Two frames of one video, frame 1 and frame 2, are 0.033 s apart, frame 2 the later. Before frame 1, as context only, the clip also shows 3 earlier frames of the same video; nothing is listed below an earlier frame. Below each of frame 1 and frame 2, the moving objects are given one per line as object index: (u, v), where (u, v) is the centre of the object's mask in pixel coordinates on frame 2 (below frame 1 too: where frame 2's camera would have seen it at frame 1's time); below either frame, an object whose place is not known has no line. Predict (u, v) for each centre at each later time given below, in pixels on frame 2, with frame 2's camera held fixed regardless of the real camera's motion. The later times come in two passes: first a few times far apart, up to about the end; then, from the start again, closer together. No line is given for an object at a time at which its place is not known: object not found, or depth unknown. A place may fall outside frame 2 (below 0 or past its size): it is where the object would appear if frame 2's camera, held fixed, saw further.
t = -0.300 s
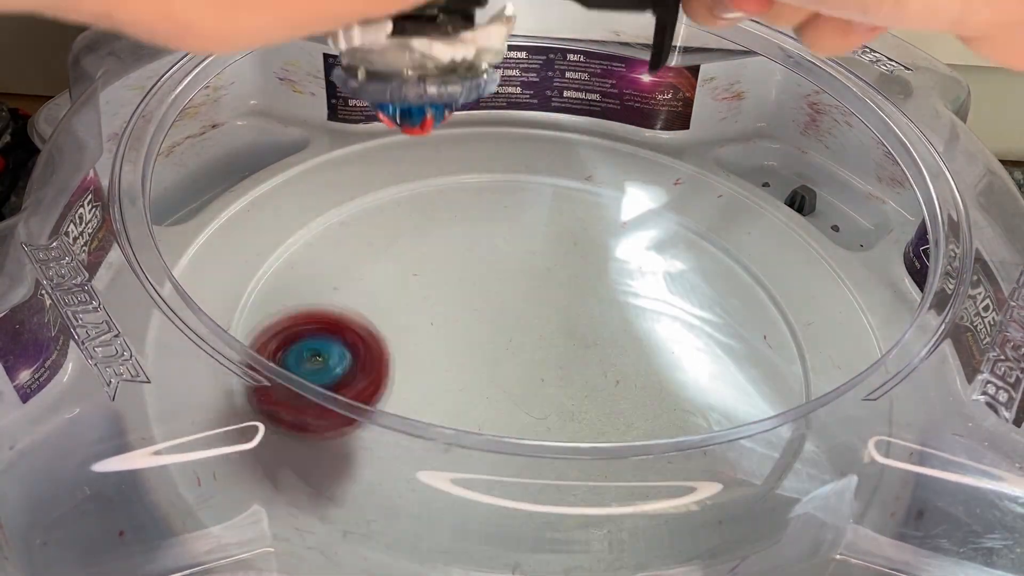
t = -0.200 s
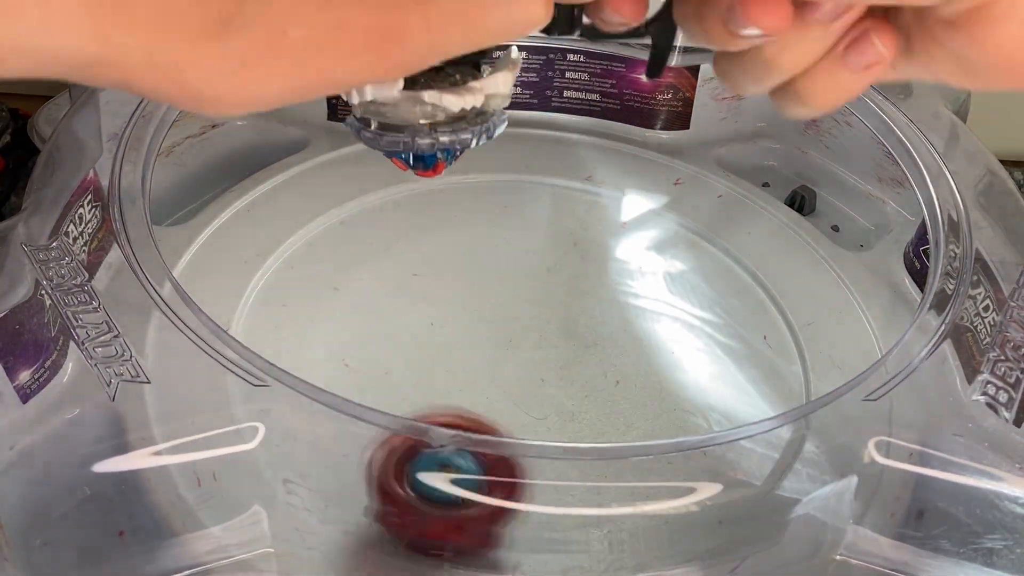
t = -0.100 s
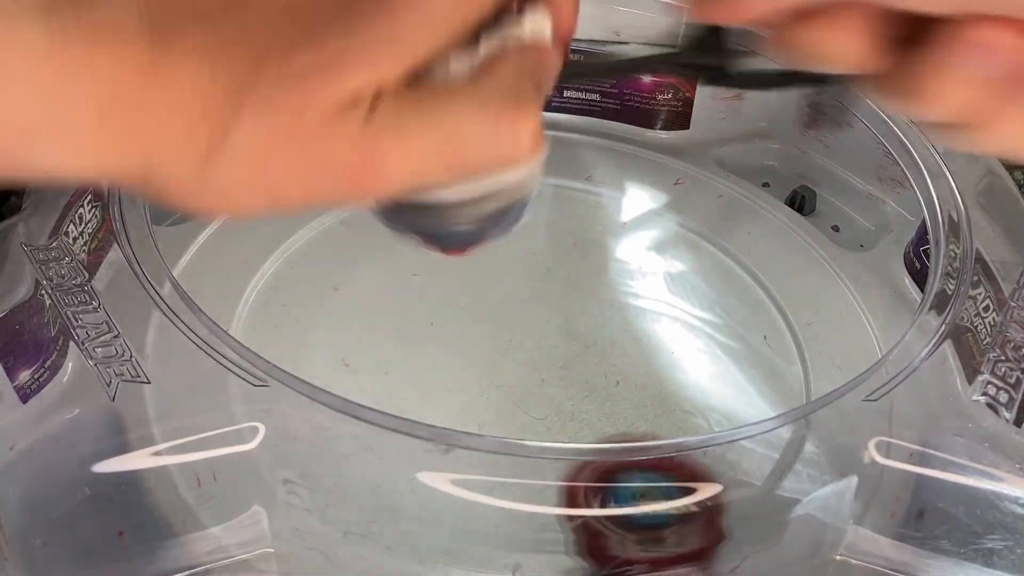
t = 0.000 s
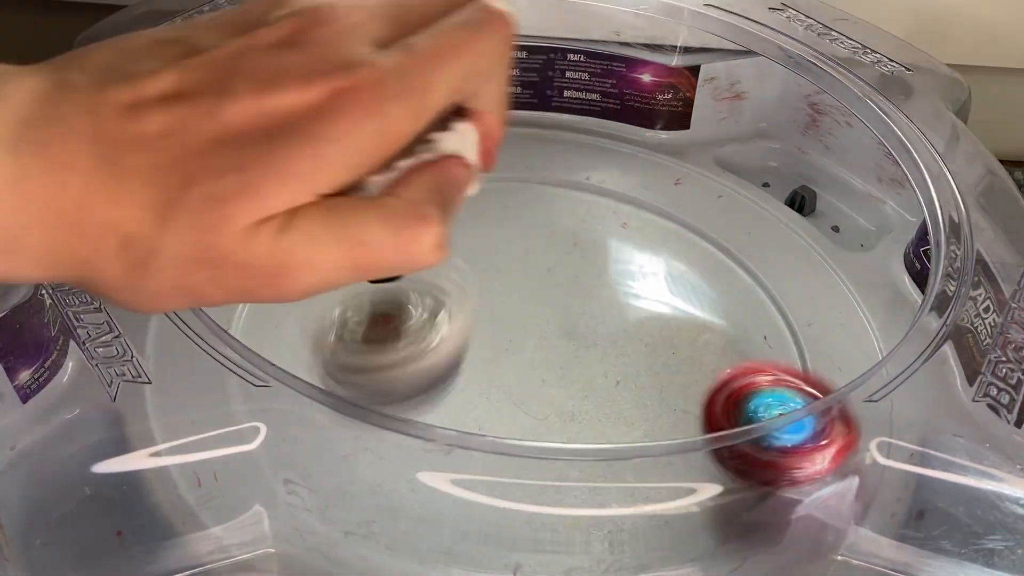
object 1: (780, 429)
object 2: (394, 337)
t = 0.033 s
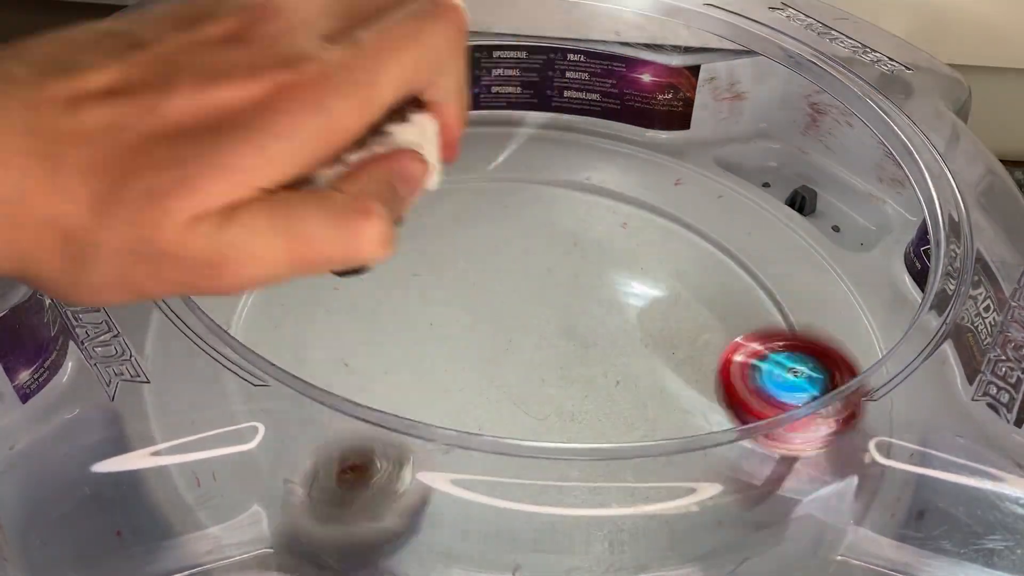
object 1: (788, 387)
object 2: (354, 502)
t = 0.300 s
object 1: (594, 171)
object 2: (591, 293)
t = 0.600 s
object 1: (291, 298)
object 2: (531, 231)
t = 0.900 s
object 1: (613, 522)
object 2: (297, 333)
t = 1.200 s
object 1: (733, 262)
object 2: (513, 457)
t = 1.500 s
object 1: (383, 190)
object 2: (586, 231)
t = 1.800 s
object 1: (324, 461)
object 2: (343, 188)
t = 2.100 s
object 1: (715, 385)
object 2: (462, 422)
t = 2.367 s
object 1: (572, 183)
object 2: (718, 306)
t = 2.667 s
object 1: (305, 267)
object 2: (549, 157)
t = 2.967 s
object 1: (577, 459)
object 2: (406, 363)
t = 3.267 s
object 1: (679, 241)
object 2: (755, 377)
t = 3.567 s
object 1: (411, 221)
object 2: (621, 205)
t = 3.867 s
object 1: (481, 433)
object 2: (372, 334)
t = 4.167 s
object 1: (709, 314)
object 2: (586, 494)
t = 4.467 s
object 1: (486, 230)
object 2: (600, 301)
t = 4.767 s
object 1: (331, 340)
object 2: (464, 281)
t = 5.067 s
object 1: (555, 440)
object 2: (474, 349)
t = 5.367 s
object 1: (657, 303)
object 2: (518, 321)
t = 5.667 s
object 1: (587, 185)
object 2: (404, 345)
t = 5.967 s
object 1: (487, 216)
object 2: (449, 426)
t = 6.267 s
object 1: (526, 275)
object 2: (606, 462)
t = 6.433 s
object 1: (551, 279)
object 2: (716, 391)
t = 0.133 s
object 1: (770, 278)
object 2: (472, 352)
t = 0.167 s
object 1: (745, 246)
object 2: (506, 346)
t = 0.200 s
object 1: (714, 220)
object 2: (534, 358)
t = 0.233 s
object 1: (676, 196)
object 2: (559, 332)
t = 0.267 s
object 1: (640, 181)
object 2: (579, 308)
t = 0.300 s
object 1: (594, 171)
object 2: (591, 293)
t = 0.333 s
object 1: (555, 165)
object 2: (597, 271)
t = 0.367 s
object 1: (514, 165)
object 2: (604, 260)
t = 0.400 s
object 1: (475, 170)
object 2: (608, 247)
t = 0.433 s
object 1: (436, 178)
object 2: (602, 233)
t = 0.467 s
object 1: (397, 192)
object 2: (595, 227)
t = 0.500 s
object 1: (360, 211)
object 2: (585, 228)
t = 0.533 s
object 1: (331, 235)
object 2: (569, 224)
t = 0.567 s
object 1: (308, 263)
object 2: (554, 226)
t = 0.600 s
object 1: (291, 298)
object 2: (531, 231)
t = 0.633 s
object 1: (294, 326)
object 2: (507, 237)
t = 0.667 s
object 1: (294, 373)
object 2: (480, 247)
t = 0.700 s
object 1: (309, 417)
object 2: (453, 255)
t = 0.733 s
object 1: (332, 464)
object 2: (422, 260)
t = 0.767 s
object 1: (378, 490)
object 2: (388, 269)
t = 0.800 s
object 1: (436, 511)
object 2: (355, 281)
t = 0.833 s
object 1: (497, 520)
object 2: (329, 295)
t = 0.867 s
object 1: (557, 523)
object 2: (305, 318)
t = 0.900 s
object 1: (613, 522)
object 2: (297, 333)
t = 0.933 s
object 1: (665, 516)
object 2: (288, 354)
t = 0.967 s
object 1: (715, 500)
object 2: (290, 375)
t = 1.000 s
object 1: (746, 465)
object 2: (296, 401)
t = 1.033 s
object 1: (763, 420)
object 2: (314, 423)
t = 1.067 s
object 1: (775, 392)
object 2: (331, 451)
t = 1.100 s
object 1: (775, 356)
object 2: (369, 465)
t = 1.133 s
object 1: (770, 324)
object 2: (415, 470)
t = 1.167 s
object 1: (755, 291)
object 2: (463, 465)
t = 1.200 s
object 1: (733, 262)
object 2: (513, 457)
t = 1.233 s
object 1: (704, 234)
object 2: (556, 443)
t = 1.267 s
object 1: (669, 213)
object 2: (588, 425)
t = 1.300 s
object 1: (631, 197)
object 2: (616, 399)
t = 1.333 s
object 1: (586, 185)
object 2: (626, 365)
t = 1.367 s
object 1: (547, 177)
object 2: (632, 337)
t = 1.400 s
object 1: (503, 174)
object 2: (632, 309)
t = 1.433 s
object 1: (461, 175)
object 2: (620, 279)
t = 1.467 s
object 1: (422, 180)
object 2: (604, 250)
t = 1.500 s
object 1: (383, 190)
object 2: (586, 231)
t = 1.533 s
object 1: (346, 205)
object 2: (567, 210)
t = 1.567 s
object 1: (315, 224)
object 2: (539, 193)
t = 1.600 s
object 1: (288, 247)
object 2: (510, 174)
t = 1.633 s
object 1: (269, 276)
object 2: (480, 166)
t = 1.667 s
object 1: (265, 303)
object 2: (449, 160)
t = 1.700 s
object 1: (263, 343)
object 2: (423, 159)
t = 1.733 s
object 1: (271, 382)
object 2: (396, 162)
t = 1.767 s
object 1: (294, 421)
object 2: (369, 170)
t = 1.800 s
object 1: (324, 461)
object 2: (343, 188)
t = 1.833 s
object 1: (369, 483)
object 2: (322, 207)
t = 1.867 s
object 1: (423, 500)
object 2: (305, 232)
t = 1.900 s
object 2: (295, 256)
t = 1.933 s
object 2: (295, 287)
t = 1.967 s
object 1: (588, 508)
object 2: (309, 323)
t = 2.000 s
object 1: (635, 484)
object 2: (334, 346)
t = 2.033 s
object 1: (671, 455)
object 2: (370, 372)
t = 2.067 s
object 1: (699, 423)
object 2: (411, 403)
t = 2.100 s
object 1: (715, 385)
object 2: (462, 422)
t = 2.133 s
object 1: (725, 359)
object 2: (519, 429)
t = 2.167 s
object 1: (723, 326)
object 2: (569, 430)
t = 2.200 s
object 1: (712, 294)
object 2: (614, 423)
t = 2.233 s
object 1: (693, 263)
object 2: (648, 402)
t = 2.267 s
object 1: (669, 238)
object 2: (686, 385)
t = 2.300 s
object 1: (640, 216)
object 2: (705, 358)
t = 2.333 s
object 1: (607, 198)
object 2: (716, 332)
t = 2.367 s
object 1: (572, 183)
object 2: (718, 306)
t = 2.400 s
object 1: (538, 175)
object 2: (714, 280)
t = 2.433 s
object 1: (502, 169)
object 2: (707, 253)
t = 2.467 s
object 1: (466, 170)
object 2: (696, 227)
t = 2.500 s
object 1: (430, 175)
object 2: (685, 204)
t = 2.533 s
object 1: (399, 184)
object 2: (670, 188)
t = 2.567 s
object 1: (368, 197)
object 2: (648, 175)
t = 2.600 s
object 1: (340, 217)
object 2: (617, 166)
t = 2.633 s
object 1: (319, 240)
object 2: (578, 161)
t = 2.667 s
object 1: (305, 267)
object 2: (549, 157)
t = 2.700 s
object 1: (300, 298)
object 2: (516, 162)
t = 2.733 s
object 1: (309, 329)
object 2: (484, 169)
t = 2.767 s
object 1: (326, 365)
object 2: (452, 184)
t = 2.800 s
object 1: (352, 398)
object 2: (426, 203)
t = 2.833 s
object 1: (387, 430)
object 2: (405, 230)
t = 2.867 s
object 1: (436, 445)
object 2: (392, 261)
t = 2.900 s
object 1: (483, 457)
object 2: (386, 292)
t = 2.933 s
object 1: (532, 456)
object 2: (390, 327)
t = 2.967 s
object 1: (577, 459)
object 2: (406, 363)
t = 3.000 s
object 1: (621, 443)
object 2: (435, 385)
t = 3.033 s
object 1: (656, 424)
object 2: (468, 412)
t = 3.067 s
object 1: (680, 395)
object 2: (509, 431)
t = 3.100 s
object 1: (705, 377)
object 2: (556, 443)
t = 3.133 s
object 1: (717, 350)
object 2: (611, 453)
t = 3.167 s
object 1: (720, 320)
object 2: (652, 441)
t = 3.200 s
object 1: (715, 292)
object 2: (696, 433)
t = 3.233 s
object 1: (700, 264)
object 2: (737, 407)
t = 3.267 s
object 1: (679, 241)
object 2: (755, 377)
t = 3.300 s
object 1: (656, 221)
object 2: (773, 361)
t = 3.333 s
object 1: (628, 206)
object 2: (785, 337)
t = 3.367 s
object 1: (593, 194)
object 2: (788, 313)
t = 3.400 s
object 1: (561, 185)
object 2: (780, 283)
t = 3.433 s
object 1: (532, 183)
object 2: (757, 258)
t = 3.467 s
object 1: (501, 187)
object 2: (727, 236)
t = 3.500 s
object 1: (471, 192)
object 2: (692, 217)
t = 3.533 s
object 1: (441, 203)
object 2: (661, 206)
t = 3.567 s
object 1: (411, 221)
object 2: (621, 205)
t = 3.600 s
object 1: (390, 242)
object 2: (577, 204)
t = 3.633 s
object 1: (372, 267)
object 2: (540, 211)
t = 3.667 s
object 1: (362, 293)
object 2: (503, 218)
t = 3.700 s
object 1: (361, 320)
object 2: (472, 232)
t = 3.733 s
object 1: (370, 347)
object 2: (443, 249)
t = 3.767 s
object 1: (391, 368)
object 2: (420, 265)
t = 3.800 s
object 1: (412, 396)
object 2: (398, 286)
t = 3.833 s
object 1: (441, 417)
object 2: (382, 308)
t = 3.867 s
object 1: (481, 433)
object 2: (372, 334)
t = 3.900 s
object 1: (521, 440)
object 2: (366, 355)
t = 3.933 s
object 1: (561, 443)
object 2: (370, 383)
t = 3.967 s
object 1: (603, 443)
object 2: (382, 413)
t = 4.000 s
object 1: (643, 432)
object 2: (401, 436)
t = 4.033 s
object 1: (671, 414)
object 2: (429, 473)
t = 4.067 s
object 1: (694, 388)
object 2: (467, 485)
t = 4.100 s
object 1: (712, 367)
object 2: (505, 492)
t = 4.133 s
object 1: (716, 339)
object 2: (549, 495)
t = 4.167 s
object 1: (709, 314)
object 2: (586, 494)
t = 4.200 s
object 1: (697, 290)
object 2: (615, 474)
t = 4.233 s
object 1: (676, 267)
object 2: (643, 455)
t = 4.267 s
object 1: (650, 252)
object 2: (657, 429)
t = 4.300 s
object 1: (624, 242)
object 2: (663, 402)
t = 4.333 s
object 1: (595, 233)
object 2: (661, 380)
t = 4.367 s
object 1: (567, 226)
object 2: (651, 354)
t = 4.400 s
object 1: (541, 225)
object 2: (639, 335)
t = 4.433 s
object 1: (514, 227)
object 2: (623, 319)
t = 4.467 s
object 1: (486, 230)
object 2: (600, 301)
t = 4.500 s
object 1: (462, 237)
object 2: (574, 286)
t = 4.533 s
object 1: (434, 244)
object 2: (555, 278)
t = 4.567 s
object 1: (399, 249)
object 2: (546, 276)
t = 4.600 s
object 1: (375, 258)
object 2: (533, 274)
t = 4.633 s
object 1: (358, 268)
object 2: (518, 272)
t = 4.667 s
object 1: (343, 282)
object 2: (502, 272)
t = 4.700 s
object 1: (334, 300)
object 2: (490, 273)
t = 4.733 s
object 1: (330, 321)
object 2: (475, 279)
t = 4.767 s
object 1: (331, 340)
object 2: (464, 281)
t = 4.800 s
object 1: (337, 365)
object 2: (456, 288)
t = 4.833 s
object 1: (348, 388)
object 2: (450, 295)
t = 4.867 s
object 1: (368, 407)
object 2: (445, 308)
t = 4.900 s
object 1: (391, 431)
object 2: (444, 316)
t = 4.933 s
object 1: (423, 438)
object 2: (445, 323)
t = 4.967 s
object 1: (456, 447)
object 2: (450, 333)
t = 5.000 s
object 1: (495, 437)
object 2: (457, 341)
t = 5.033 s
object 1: (522, 441)
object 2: (464, 348)
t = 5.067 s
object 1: (555, 440)
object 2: (474, 349)
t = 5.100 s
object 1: (582, 431)
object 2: (481, 352)
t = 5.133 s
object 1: (606, 418)
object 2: (491, 351)
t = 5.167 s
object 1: (623, 399)
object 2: (499, 351)
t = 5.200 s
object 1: (637, 390)
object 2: (507, 345)
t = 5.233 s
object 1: (648, 374)
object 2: (513, 344)
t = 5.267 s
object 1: (652, 356)
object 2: (519, 341)
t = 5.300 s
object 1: (661, 337)
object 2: (518, 332)
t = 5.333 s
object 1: (660, 319)
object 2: (518, 324)
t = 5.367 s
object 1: (657, 303)
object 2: (518, 321)
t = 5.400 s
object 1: (649, 287)
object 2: (520, 315)
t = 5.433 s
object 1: (638, 273)
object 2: (519, 315)
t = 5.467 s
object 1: (625, 259)
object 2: (521, 309)
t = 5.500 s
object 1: (609, 248)
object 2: (521, 302)
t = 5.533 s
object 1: (601, 232)
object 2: (506, 306)
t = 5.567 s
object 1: (607, 212)
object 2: (464, 319)
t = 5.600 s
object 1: (607, 199)
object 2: (435, 326)
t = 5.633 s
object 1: (599, 189)
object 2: (415, 335)
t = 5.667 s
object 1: (587, 185)
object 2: (404, 345)
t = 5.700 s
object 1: (577, 180)
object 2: (394, 356)
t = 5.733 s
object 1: (565, 177)
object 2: (389, 364)
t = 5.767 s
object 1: (554, 173)
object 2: (388, 372)
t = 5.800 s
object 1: (540, 173)
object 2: (392, 379)
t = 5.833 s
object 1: (528, 175)
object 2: (393, 399)
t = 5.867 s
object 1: (515, 181)
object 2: (400, 411)
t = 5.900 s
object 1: (505, 188)
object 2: (412, 420)
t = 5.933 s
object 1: (496, 200)
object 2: (426, 424)
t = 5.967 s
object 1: (487, 216)
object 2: (449, 426)
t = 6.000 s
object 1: (483, 232)
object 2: (464, 432)
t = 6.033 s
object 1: (480, 251)
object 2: (483, 423)
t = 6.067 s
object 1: (481, 270)
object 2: (501, 417)
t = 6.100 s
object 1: (484, 290)
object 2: (514, 401)
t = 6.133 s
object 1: (491, 304)
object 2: (528, 399)
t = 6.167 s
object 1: (499, 309)
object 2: (546, 403)
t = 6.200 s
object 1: (507, 293)
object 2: (562, 436)
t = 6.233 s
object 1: (516, 281)
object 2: (583, 457)
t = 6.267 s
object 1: (526, 275)
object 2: (606, 462)
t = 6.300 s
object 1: (532, 274)
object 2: (627, 469)
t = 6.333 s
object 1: (537, 274)
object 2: (650, 460)
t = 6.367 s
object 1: (543, 274)
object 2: (681, 452)
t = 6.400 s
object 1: (548, 276)
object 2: (697, 428)
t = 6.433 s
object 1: (551, 279)
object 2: (716, 391)
